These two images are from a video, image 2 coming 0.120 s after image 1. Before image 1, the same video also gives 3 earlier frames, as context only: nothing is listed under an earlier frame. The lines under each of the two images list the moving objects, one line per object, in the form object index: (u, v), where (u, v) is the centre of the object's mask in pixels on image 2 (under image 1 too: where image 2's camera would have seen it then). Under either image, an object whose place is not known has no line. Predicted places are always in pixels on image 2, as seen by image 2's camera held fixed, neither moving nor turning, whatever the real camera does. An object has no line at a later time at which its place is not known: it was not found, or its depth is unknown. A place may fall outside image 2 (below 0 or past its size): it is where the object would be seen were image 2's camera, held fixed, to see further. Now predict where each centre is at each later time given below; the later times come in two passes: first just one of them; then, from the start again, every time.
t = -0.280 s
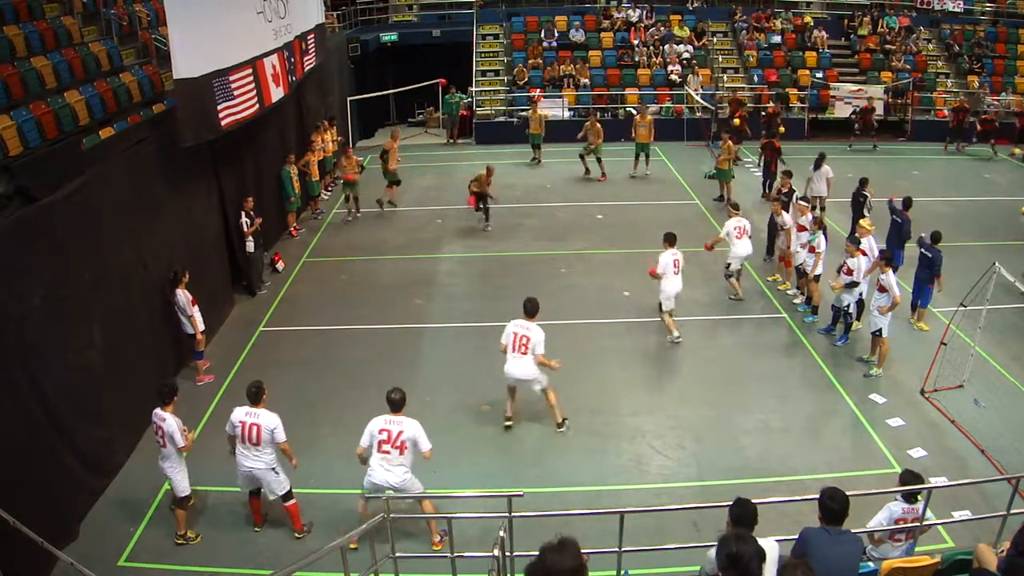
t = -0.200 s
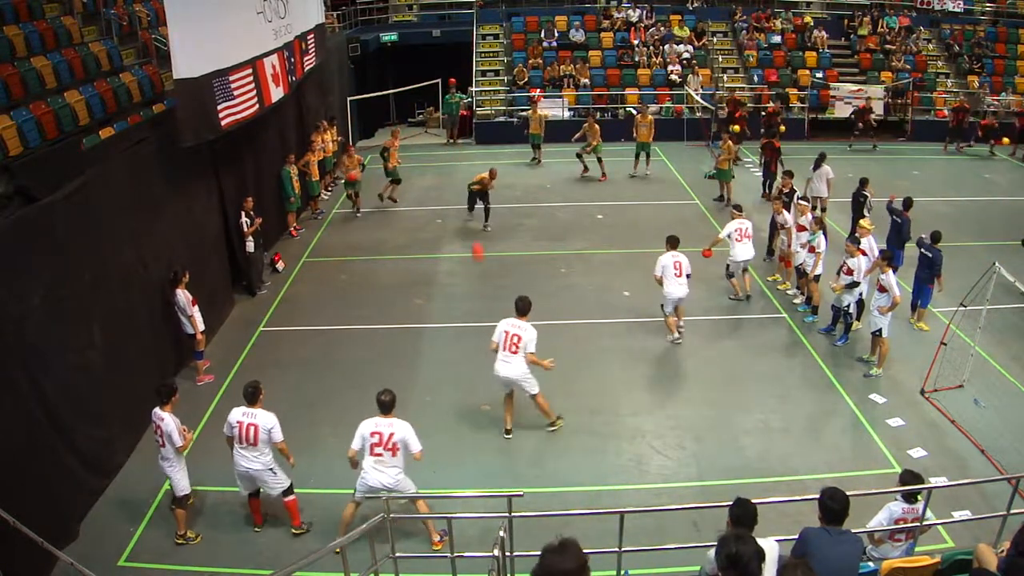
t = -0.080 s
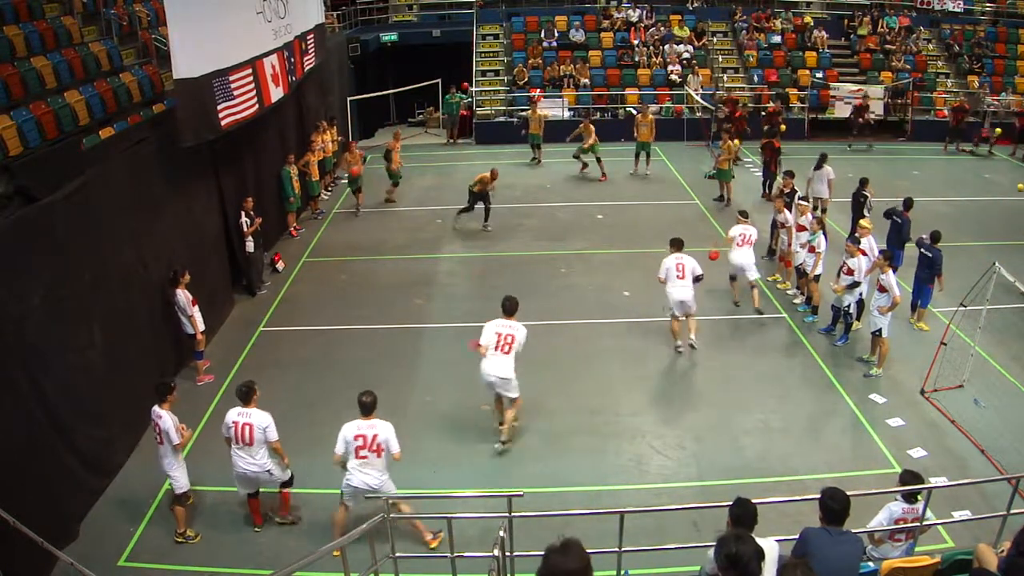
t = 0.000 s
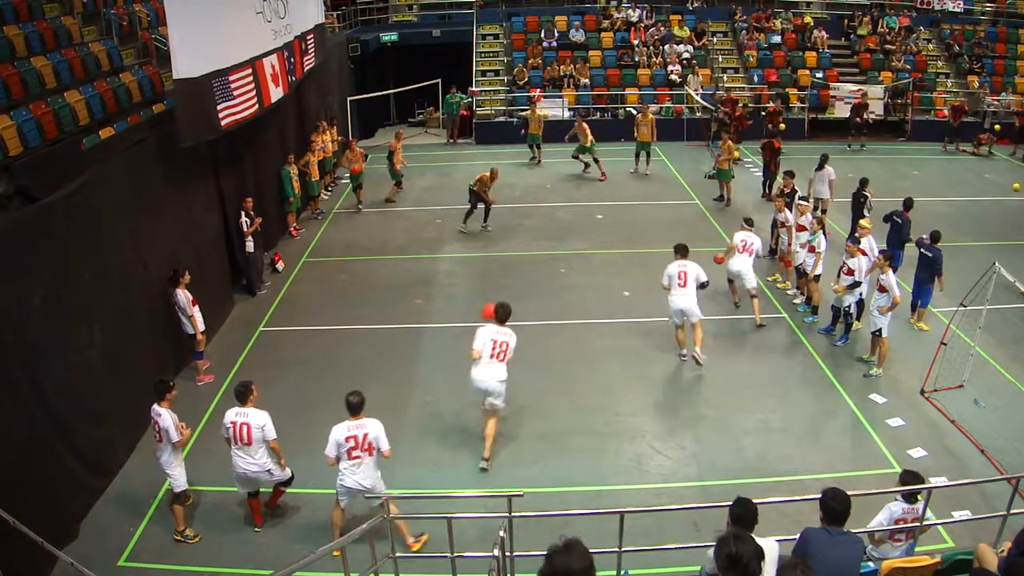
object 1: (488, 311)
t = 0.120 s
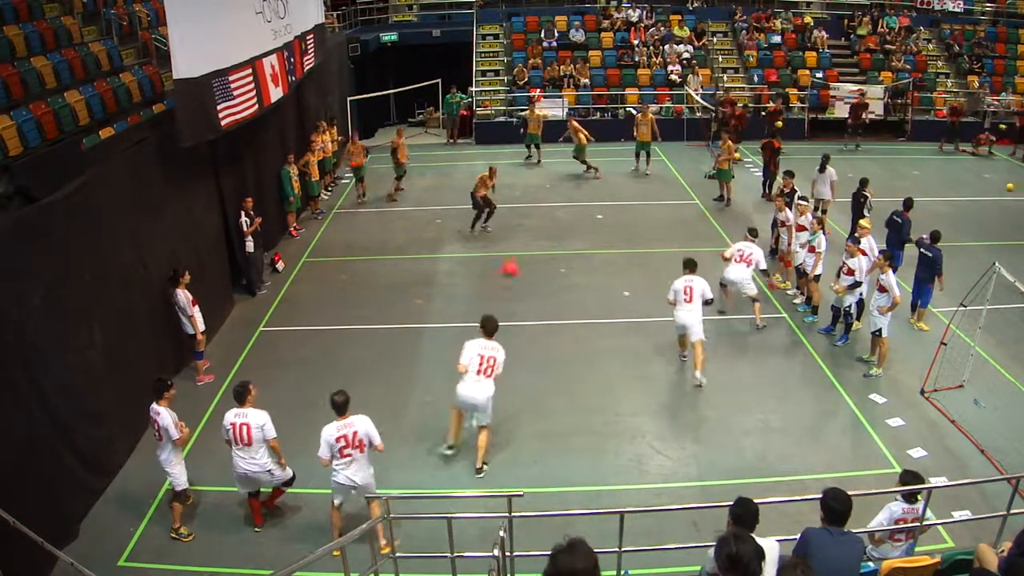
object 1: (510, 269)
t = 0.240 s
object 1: (530, 237)
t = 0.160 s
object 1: (518, 257)
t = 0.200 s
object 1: (524, 246)
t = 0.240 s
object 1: (530, 237)
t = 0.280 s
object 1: (537, 230)
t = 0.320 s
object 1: (544, 224)
